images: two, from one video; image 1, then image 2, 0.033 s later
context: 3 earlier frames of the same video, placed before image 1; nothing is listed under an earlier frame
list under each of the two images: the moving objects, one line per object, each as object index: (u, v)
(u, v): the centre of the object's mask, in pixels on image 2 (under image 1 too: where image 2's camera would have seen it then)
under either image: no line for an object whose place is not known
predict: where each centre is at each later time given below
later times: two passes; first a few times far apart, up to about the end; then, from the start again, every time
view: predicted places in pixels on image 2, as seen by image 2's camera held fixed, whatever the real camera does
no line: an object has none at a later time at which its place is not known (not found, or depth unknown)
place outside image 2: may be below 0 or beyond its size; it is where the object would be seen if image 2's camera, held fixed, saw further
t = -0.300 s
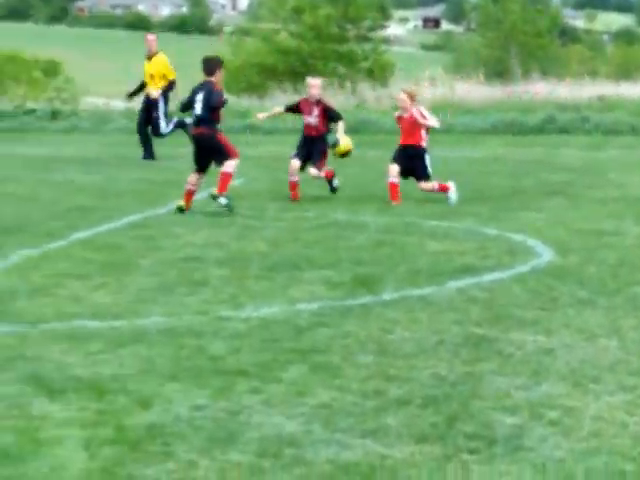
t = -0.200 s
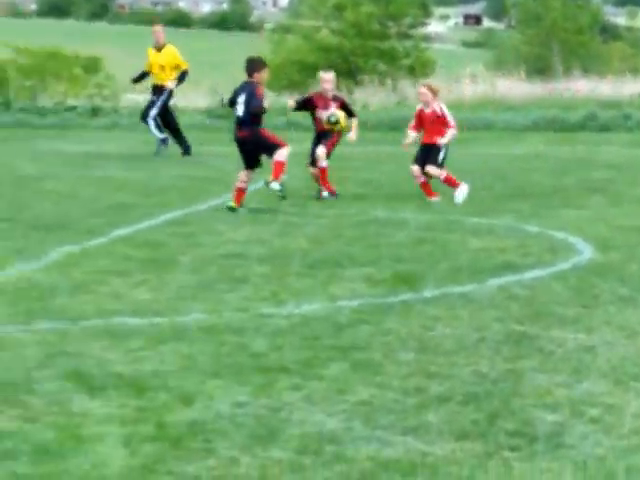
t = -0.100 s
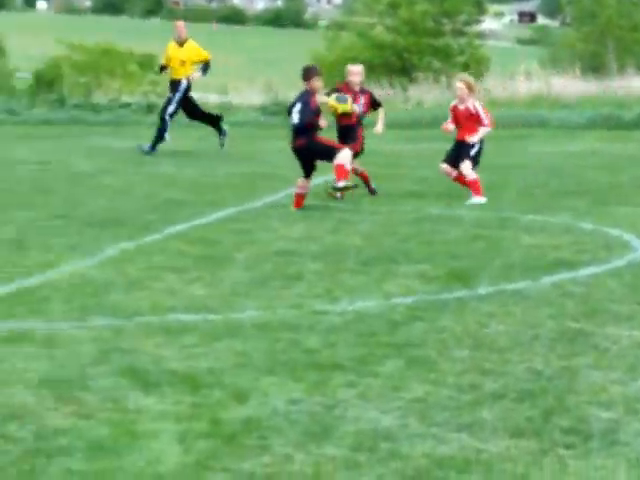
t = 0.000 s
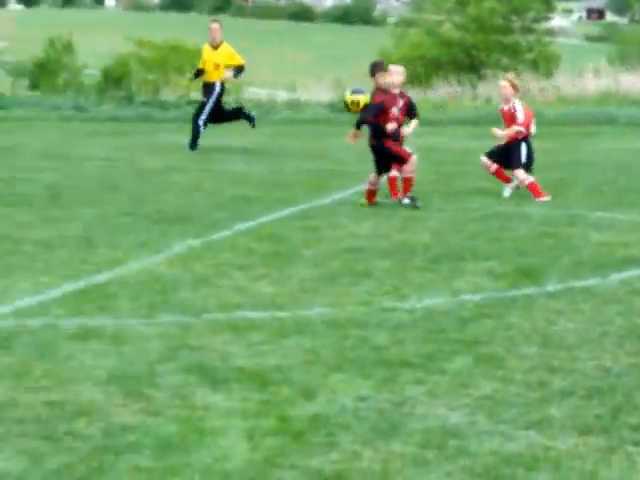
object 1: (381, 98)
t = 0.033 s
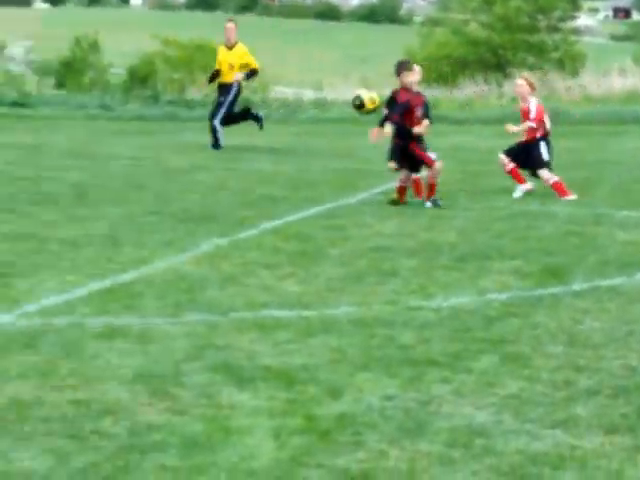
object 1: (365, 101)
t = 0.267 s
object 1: (240, 162)
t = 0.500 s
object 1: (98, 268)
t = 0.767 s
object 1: (-12, 229)
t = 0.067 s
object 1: (349, 105)
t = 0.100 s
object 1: (329, 111)
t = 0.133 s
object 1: (313, 116)
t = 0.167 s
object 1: (294, 126)
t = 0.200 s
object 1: (277, 135)
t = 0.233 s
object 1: (259, 147)
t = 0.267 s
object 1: (240, 162)
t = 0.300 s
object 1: (220, 177)
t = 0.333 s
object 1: (200, 193)
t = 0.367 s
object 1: (178, 213)
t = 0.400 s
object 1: (157, 234)
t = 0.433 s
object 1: (133, 259)
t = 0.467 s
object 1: (112, 275)
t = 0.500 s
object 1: (98, 268)
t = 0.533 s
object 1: (85, 256)
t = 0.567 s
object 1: (71, 248)
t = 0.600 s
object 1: (58, 240)
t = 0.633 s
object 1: (44, 233)
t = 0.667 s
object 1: (30, 230)
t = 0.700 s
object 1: (17, 227)
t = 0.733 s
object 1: (2, 227)
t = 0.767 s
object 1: (-12, 229)
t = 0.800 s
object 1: (-26, 232)
